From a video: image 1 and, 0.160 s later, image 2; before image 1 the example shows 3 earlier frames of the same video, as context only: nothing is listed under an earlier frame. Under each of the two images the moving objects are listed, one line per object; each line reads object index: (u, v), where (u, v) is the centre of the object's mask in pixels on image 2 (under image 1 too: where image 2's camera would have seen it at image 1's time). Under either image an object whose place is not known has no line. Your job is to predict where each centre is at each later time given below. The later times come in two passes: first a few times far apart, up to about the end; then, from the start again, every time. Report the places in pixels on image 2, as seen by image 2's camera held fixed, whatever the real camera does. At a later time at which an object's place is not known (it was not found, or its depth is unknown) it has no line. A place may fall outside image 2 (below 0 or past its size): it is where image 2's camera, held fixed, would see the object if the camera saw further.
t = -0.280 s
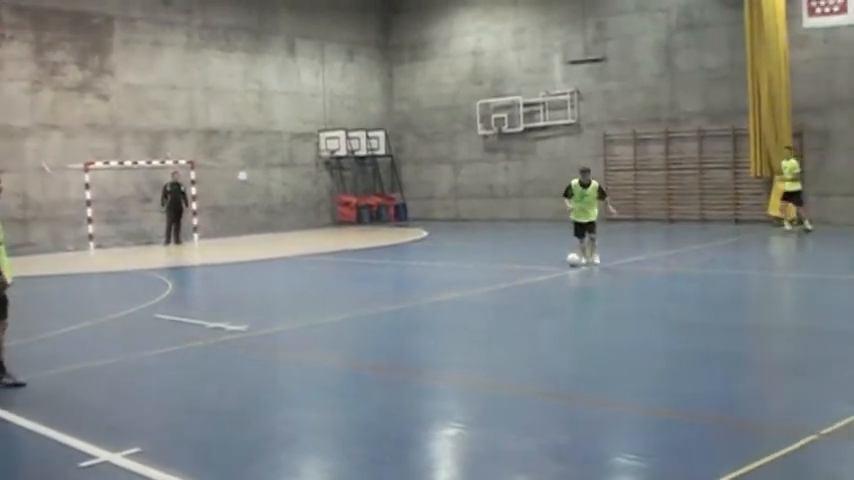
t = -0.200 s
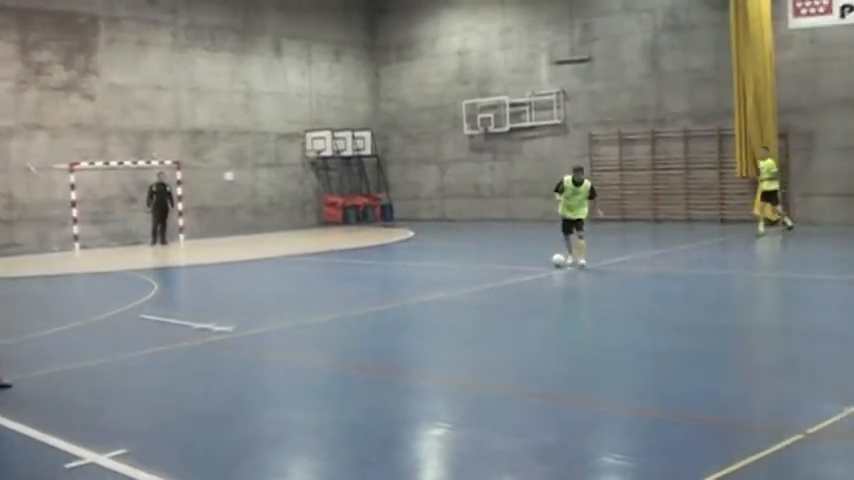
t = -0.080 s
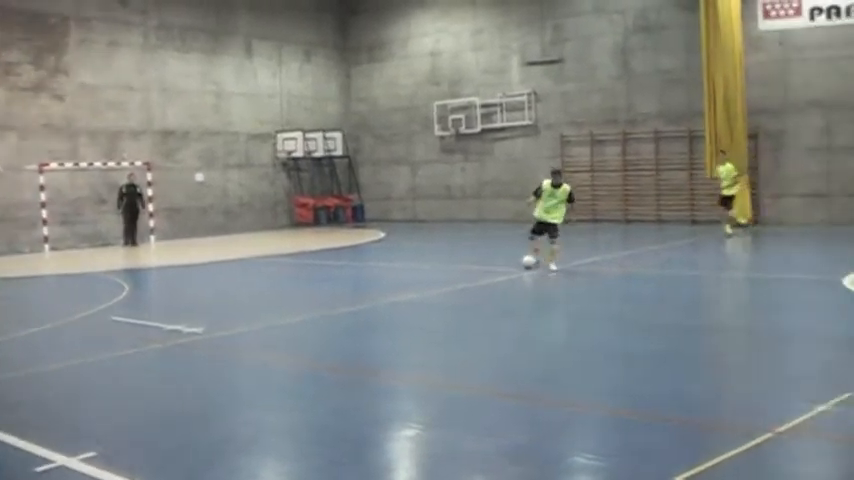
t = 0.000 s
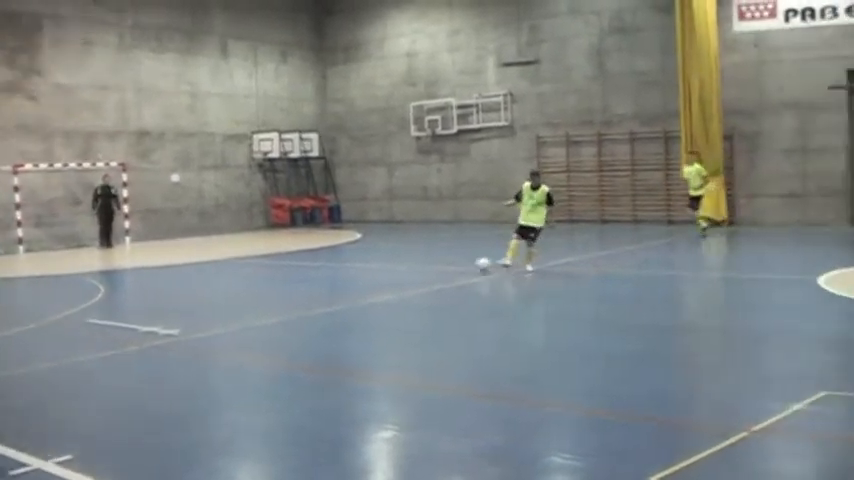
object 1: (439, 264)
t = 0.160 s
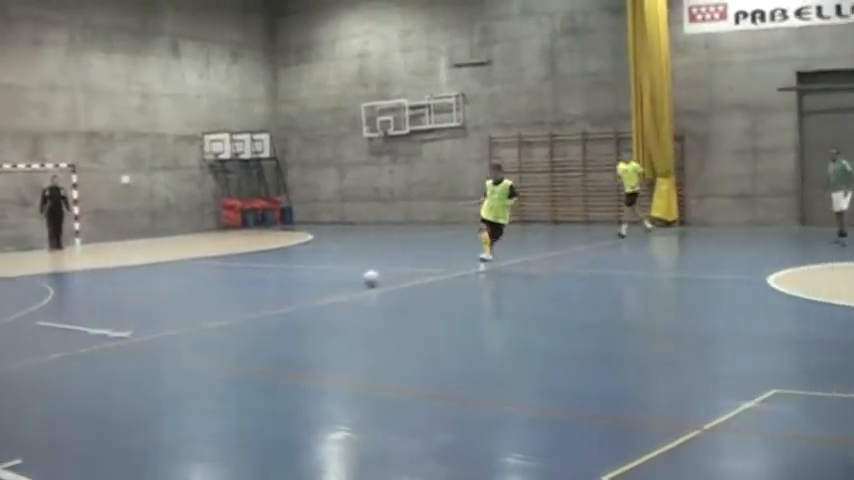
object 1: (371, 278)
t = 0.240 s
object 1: (337, 284)
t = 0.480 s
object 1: (231, 301)
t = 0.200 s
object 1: (354, 281)
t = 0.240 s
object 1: (337, 284)
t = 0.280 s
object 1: (319, 287)
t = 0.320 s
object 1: (301, 289)
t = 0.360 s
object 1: (283, 293)
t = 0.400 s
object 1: (266, 295)
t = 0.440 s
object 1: (248, 299)
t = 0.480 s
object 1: (231, 301)
